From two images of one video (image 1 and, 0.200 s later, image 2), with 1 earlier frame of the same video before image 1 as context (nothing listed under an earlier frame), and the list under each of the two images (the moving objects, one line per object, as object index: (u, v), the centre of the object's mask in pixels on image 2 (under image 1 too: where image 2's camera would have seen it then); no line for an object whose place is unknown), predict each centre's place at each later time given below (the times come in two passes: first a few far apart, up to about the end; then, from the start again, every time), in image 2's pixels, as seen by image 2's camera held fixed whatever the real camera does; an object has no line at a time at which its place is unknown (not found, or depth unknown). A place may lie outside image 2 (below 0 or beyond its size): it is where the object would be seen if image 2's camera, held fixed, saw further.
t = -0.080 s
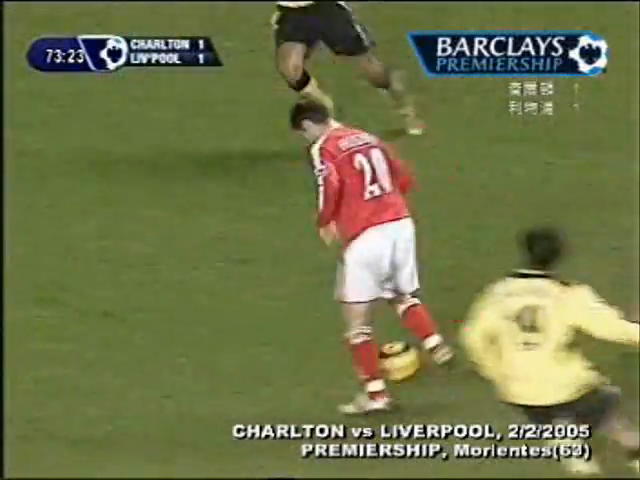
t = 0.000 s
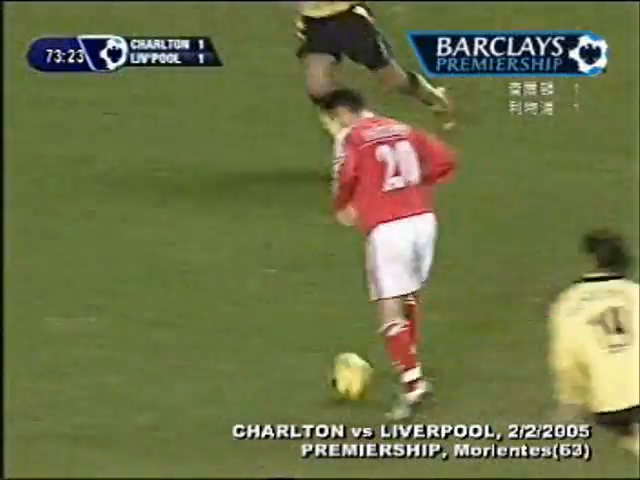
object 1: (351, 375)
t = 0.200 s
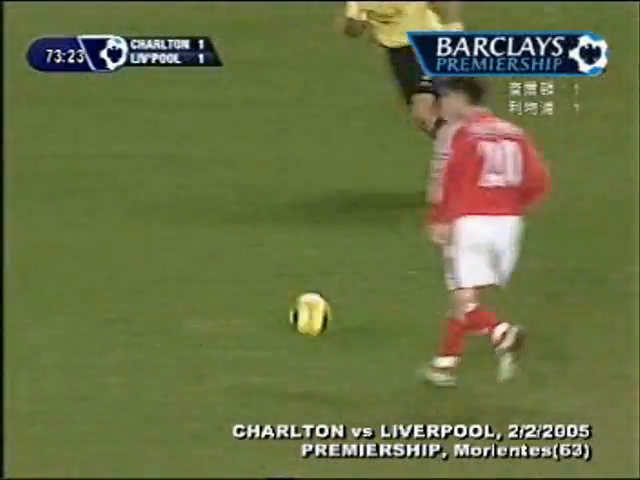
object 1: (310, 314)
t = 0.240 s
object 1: (304, 305)
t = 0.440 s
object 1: (298, 313)
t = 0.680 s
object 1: (335, 347)
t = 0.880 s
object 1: (383, 352)
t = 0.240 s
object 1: (304, 305)
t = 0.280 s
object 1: (300, 298)
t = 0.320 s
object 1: (298, 299)
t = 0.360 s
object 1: (297, 299)
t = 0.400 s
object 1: (296, 303)
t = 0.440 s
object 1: (298, 313)
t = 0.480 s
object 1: (300, 319)
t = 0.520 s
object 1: (301, 337)
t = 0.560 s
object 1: (304, 356)
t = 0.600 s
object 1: (310, 357)
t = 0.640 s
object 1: (323, 352)
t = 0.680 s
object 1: (335, 347)
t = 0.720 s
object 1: (349, 345)
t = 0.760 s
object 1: (355, 343)
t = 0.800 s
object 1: (367, 344)
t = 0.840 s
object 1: (376, 346)
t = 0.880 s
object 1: (383, 352)
